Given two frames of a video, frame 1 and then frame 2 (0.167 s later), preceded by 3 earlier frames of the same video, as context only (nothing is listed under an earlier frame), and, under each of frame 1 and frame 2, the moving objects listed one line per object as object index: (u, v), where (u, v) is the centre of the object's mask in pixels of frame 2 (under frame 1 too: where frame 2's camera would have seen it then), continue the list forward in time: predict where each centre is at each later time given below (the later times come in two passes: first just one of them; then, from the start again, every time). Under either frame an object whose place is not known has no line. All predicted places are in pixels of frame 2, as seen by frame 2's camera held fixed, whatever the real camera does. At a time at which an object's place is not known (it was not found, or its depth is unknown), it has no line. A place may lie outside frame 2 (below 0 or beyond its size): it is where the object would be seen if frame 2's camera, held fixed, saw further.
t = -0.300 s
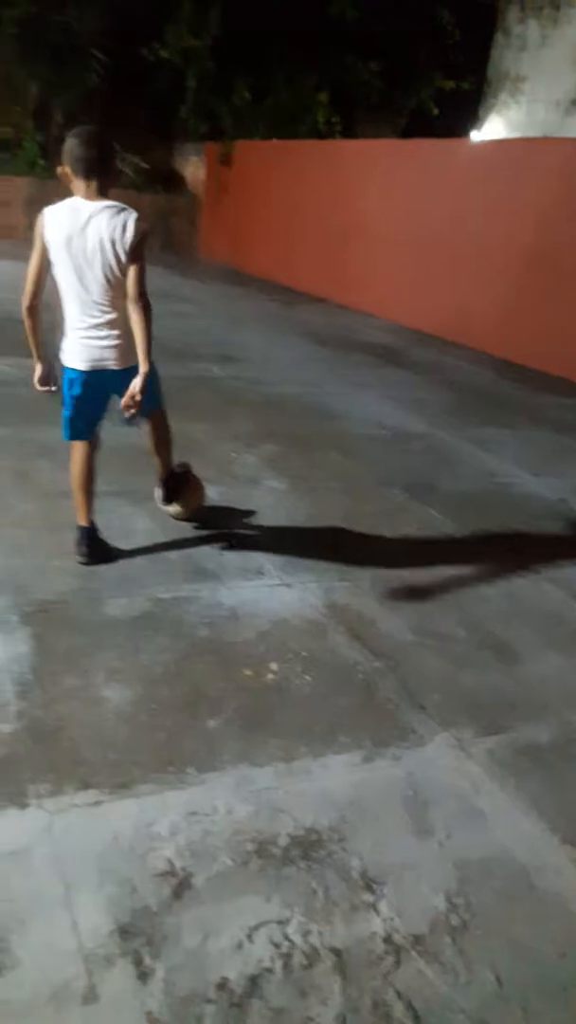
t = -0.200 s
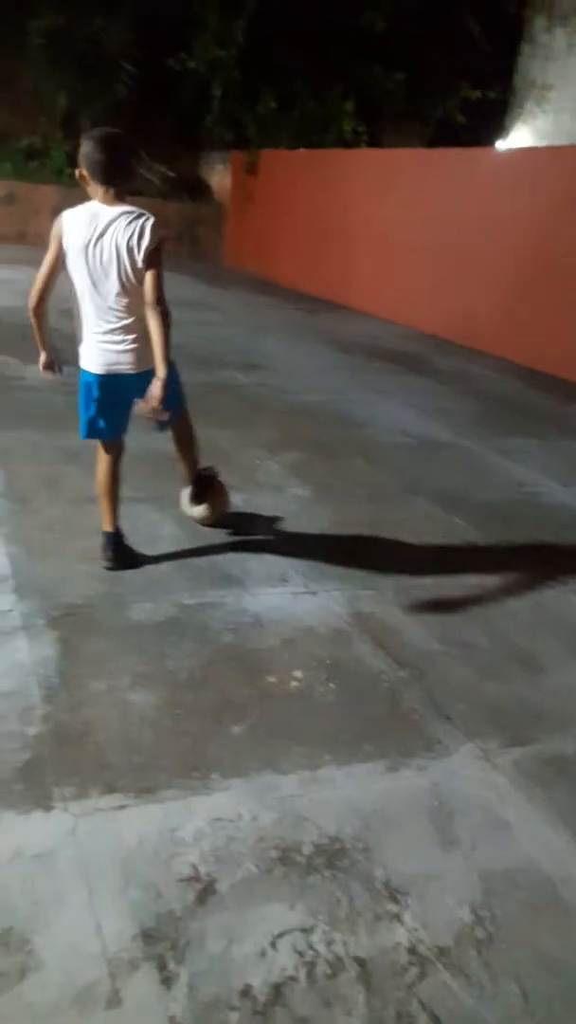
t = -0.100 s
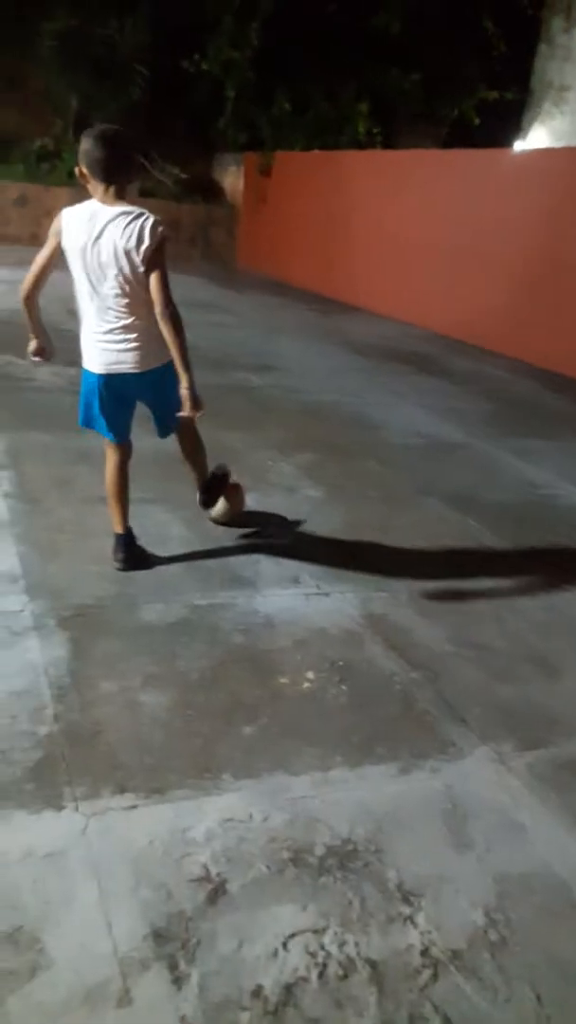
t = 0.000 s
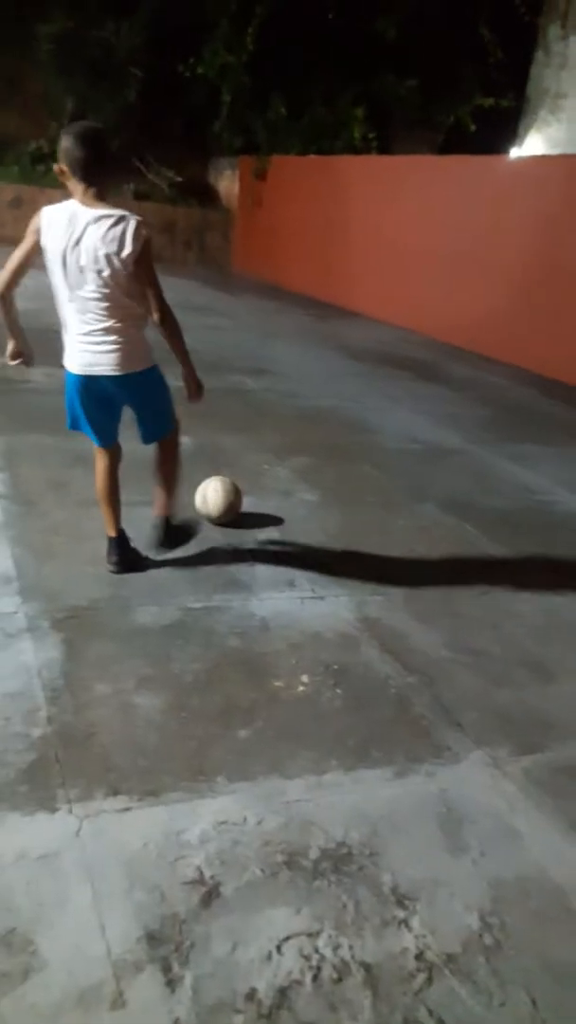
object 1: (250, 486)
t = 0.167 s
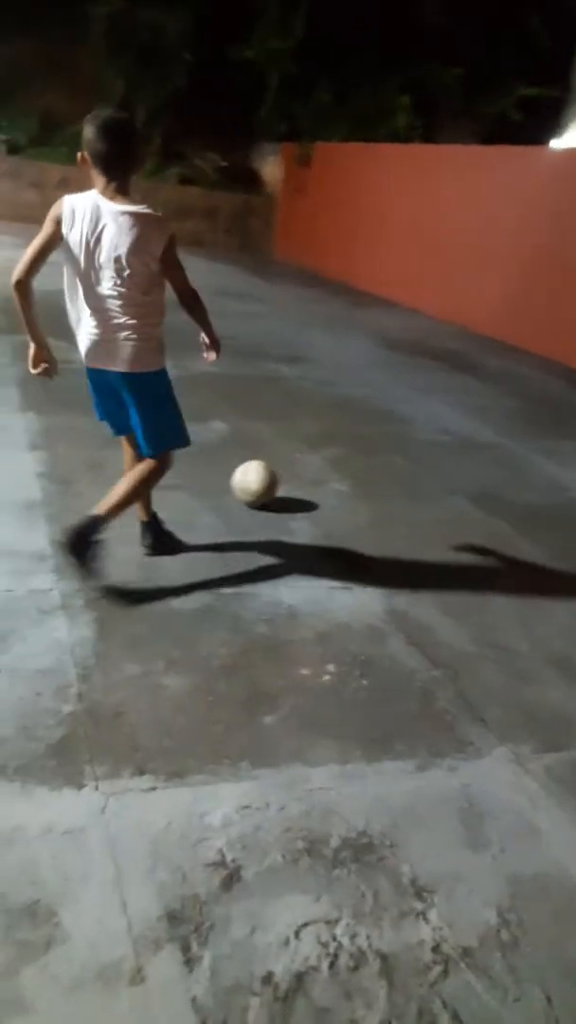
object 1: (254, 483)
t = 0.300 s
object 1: (255, 478)
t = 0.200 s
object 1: (255, 483)
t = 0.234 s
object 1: (255, 482)
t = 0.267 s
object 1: (255, 480)
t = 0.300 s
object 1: (255, 478)
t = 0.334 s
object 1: (255, 477)
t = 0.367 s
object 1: (255, 476)
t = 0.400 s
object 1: (255, 475)
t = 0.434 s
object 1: (256, 475)
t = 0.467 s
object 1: (256, 475)
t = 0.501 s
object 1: (257, 474)
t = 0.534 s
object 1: (257, 474)
